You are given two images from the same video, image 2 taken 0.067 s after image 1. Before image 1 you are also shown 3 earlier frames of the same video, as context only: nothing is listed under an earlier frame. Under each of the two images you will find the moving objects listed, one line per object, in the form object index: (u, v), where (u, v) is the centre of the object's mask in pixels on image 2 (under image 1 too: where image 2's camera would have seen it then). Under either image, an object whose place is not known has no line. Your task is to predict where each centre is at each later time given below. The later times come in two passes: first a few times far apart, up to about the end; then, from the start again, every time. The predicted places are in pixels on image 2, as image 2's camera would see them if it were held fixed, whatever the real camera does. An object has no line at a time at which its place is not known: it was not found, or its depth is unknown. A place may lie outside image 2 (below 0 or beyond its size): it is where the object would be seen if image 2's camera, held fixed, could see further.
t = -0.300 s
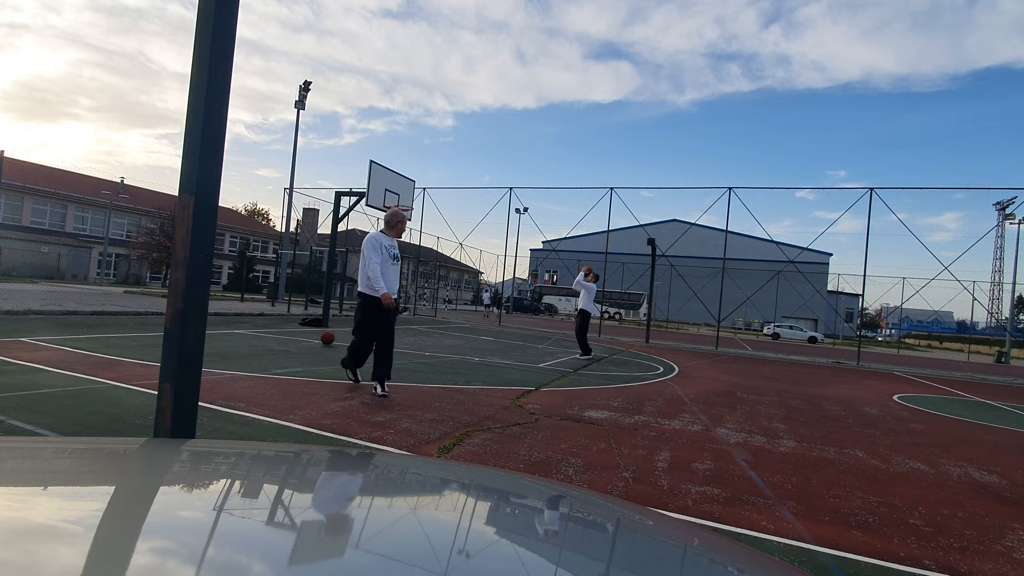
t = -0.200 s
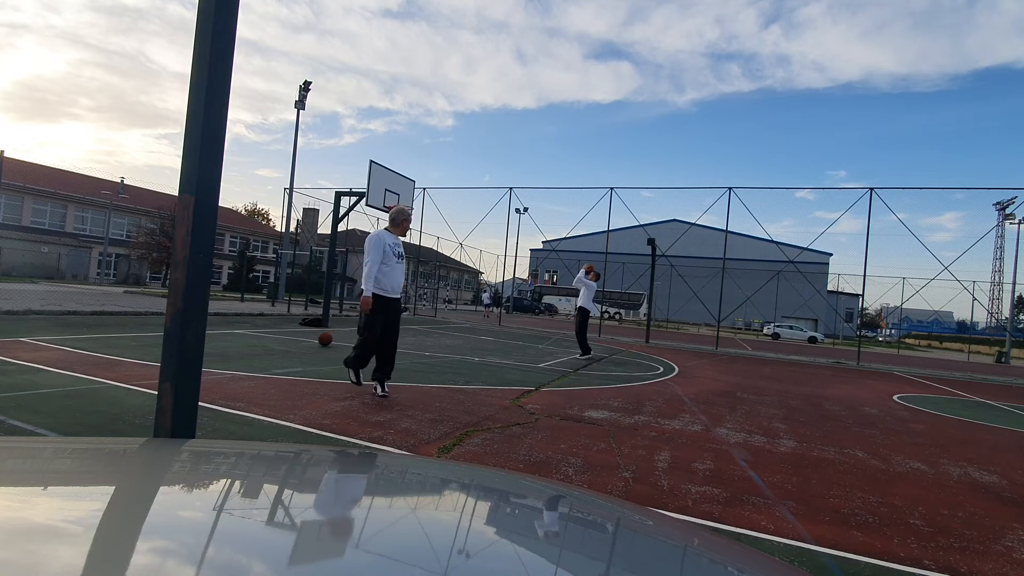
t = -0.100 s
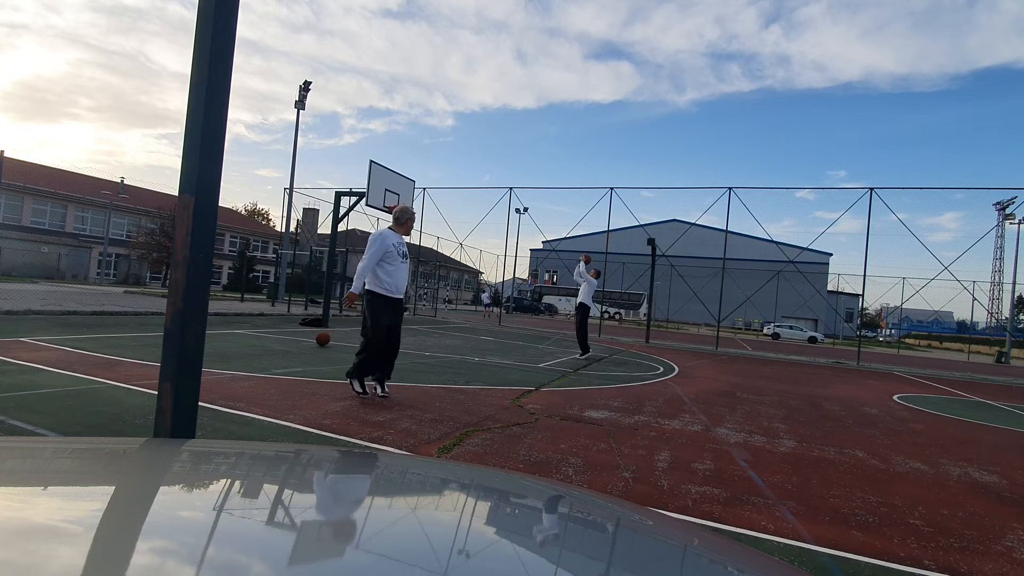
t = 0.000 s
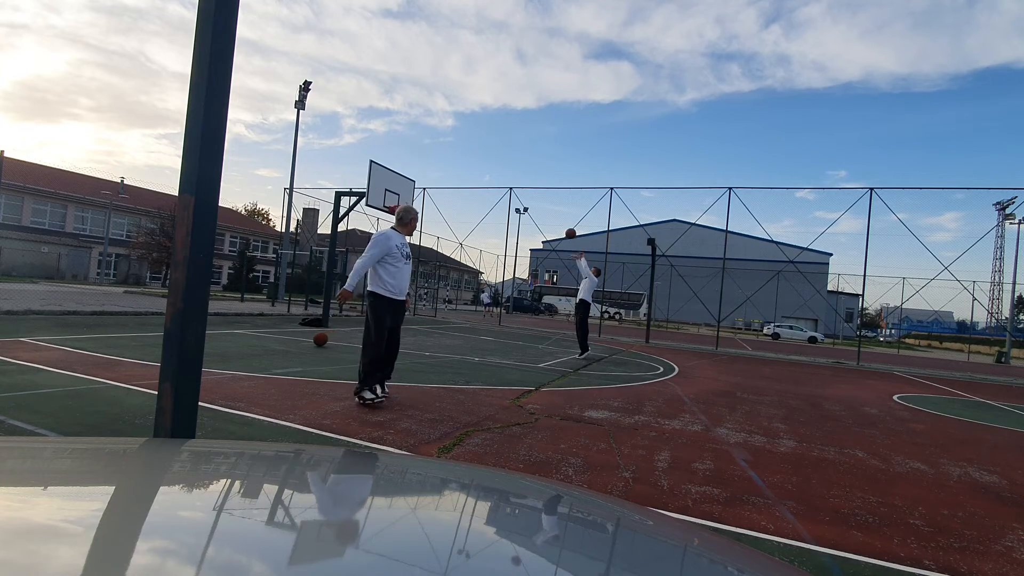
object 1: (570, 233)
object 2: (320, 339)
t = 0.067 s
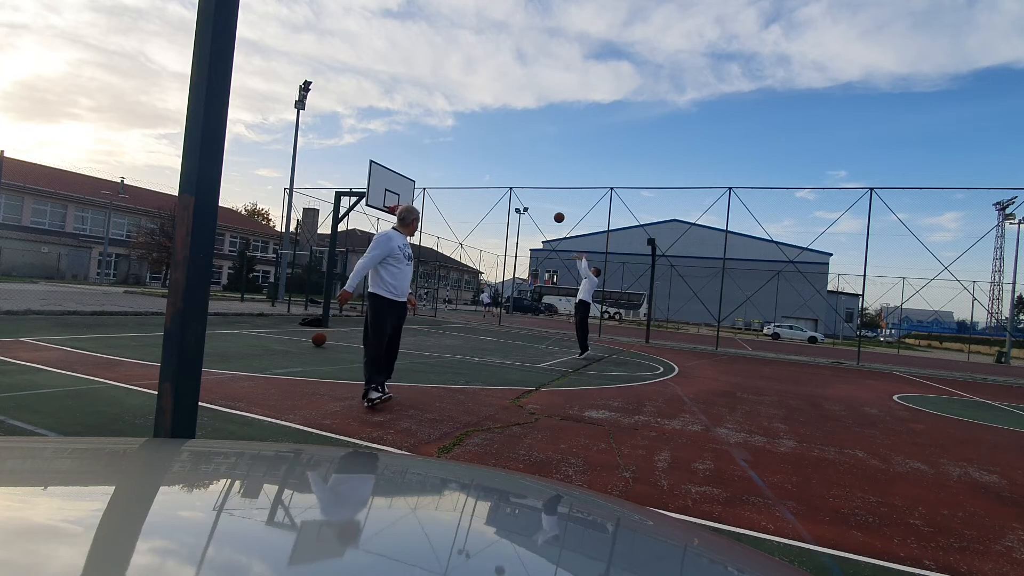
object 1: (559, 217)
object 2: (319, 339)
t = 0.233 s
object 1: (530, 187)
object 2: (315, 340)
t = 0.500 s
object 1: (485, 166)
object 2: (309, 340)
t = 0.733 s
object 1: (445, 172)
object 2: (304, 340)
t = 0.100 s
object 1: (553, 210)
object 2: (318, 339)
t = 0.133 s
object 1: (547, 204)
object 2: (317, 339)
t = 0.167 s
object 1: (541, 198)
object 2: (316, 340)
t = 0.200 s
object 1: (536, 192)
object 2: (316, 339)
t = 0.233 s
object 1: (530, 187)
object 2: (315, 340)
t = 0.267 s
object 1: (525, 183)
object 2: (314, 340)
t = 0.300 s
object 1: (519, 179)
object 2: (314, 340)
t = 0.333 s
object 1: (513, 175)
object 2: (313, 340)
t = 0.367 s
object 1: (507, 172)
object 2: (312, 340)
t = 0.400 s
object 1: (502, 170)
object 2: (312, 340)
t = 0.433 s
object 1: (496, 168)
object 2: (311, 340)
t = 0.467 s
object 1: (490, 167)
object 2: (310, 340)
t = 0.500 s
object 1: (485, 166)
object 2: (309, 340)
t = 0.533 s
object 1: (479, 165)
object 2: (309, 340)
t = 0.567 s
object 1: (473, 165)
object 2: (308, 340)
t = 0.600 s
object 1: (468, 166)
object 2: (307, 340)
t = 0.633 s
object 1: (462, 167)
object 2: (306, 340)
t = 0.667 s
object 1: (456, 168)
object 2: (306, 340)
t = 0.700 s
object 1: (450, 170)
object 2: (305, 340)
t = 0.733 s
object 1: (445, 172)
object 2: (304, 340)
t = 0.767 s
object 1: (439, 175)
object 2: (303, 340)
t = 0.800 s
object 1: (433, 178)
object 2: (303, 340)
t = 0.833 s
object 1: (428, 182)
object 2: (302, 340)
